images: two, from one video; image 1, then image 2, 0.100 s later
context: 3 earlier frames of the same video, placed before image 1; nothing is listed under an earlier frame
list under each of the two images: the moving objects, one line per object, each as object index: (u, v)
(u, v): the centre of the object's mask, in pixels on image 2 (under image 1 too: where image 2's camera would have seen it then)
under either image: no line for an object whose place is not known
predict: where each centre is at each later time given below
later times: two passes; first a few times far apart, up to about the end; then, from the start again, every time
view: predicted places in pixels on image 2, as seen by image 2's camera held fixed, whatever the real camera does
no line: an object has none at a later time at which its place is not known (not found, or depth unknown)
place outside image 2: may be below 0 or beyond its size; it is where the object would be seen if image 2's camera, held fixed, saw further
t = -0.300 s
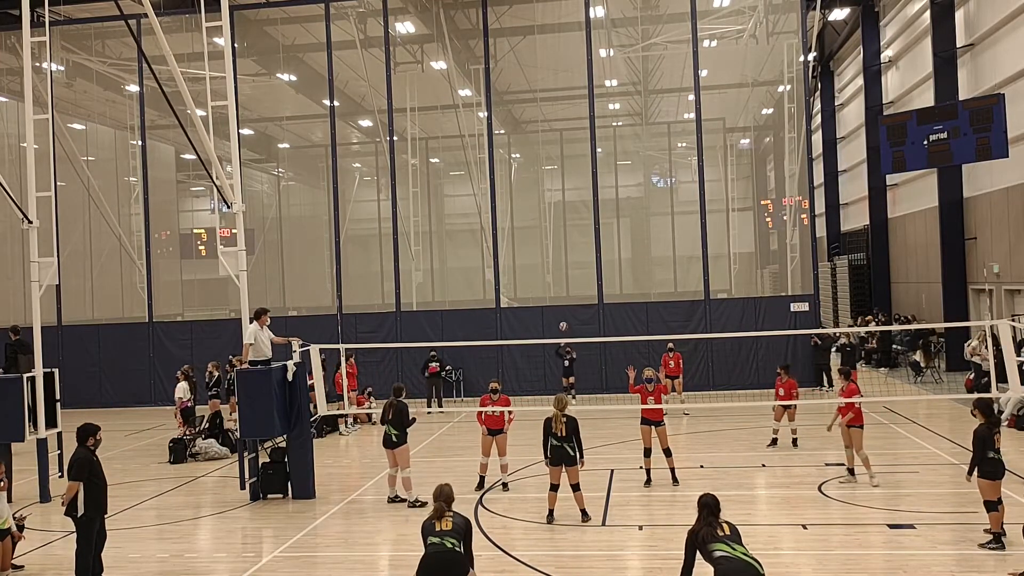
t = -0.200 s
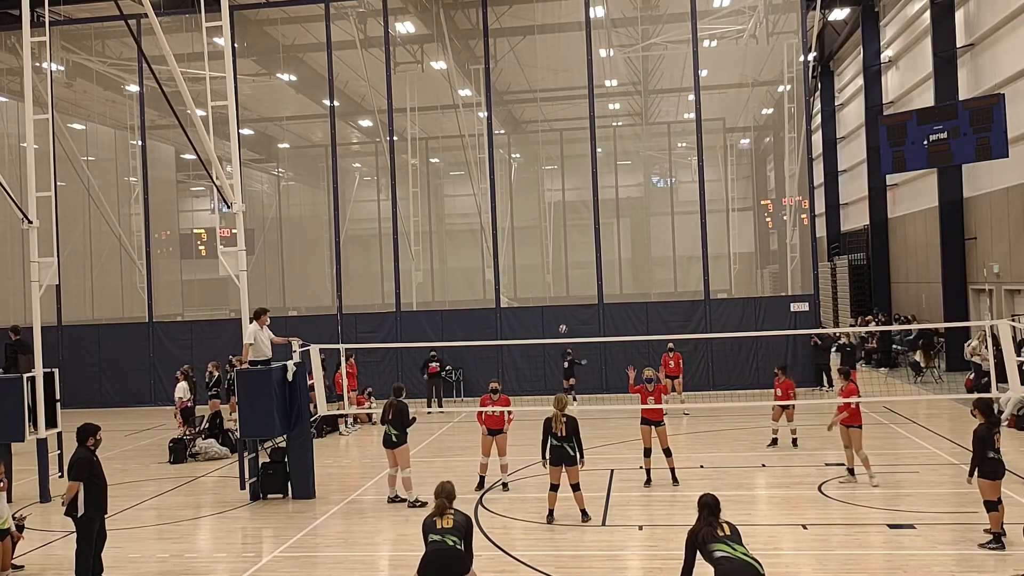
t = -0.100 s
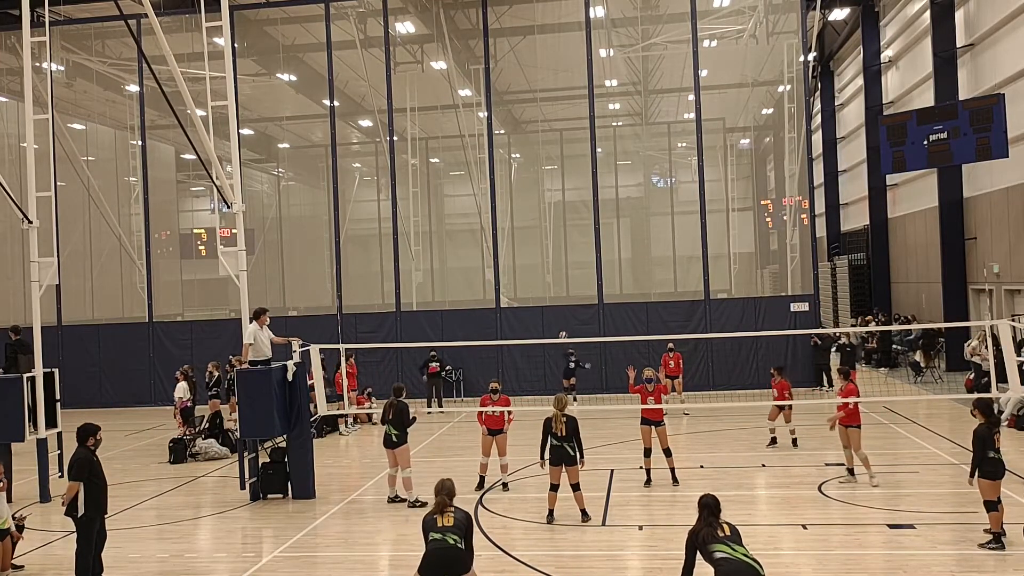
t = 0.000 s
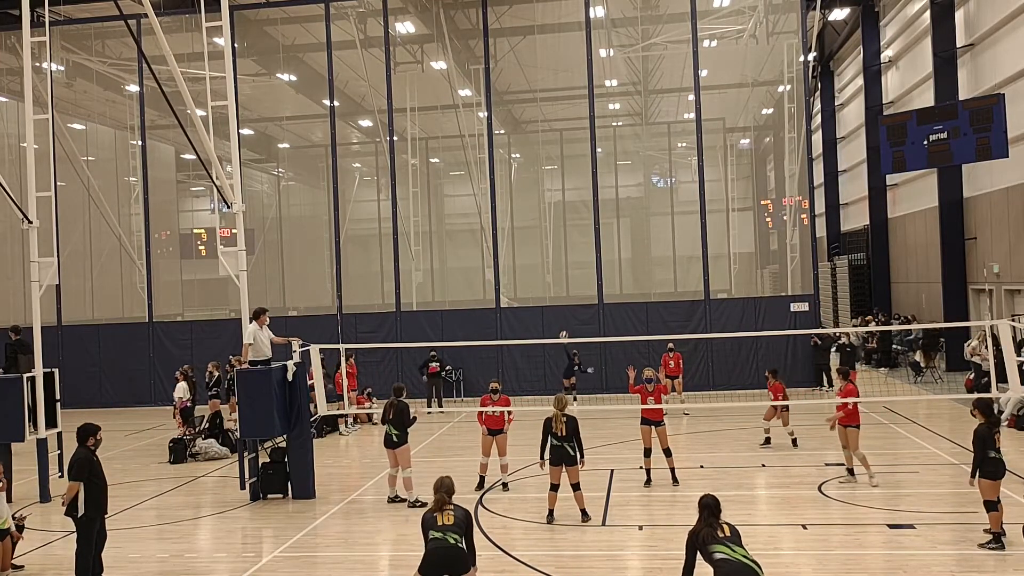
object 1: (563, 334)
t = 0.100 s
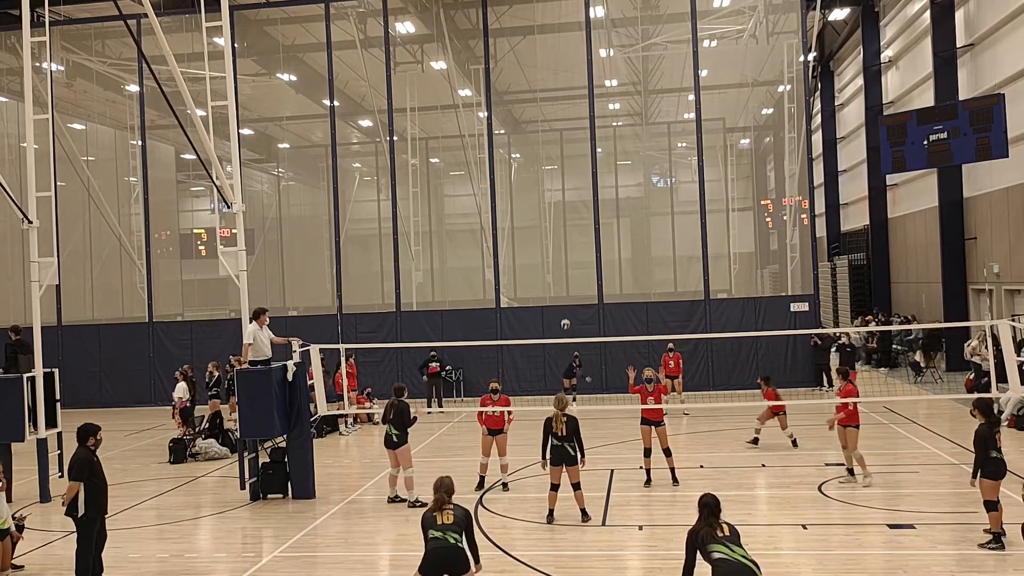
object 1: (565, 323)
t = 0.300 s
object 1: (572, 309)
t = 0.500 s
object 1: (583, 314)
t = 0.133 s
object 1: (566, 320)
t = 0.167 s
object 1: (567, 317)
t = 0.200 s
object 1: (568, 314)
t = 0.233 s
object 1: (569, 312)
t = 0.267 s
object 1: (570, 310)
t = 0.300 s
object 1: (572, 309)
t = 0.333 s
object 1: (573, 308)
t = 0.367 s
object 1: (575, 308)
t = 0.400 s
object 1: (577, 308)
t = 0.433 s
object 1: (579, 309)
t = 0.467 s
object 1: (581, 311)
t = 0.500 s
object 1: (583, 314)
